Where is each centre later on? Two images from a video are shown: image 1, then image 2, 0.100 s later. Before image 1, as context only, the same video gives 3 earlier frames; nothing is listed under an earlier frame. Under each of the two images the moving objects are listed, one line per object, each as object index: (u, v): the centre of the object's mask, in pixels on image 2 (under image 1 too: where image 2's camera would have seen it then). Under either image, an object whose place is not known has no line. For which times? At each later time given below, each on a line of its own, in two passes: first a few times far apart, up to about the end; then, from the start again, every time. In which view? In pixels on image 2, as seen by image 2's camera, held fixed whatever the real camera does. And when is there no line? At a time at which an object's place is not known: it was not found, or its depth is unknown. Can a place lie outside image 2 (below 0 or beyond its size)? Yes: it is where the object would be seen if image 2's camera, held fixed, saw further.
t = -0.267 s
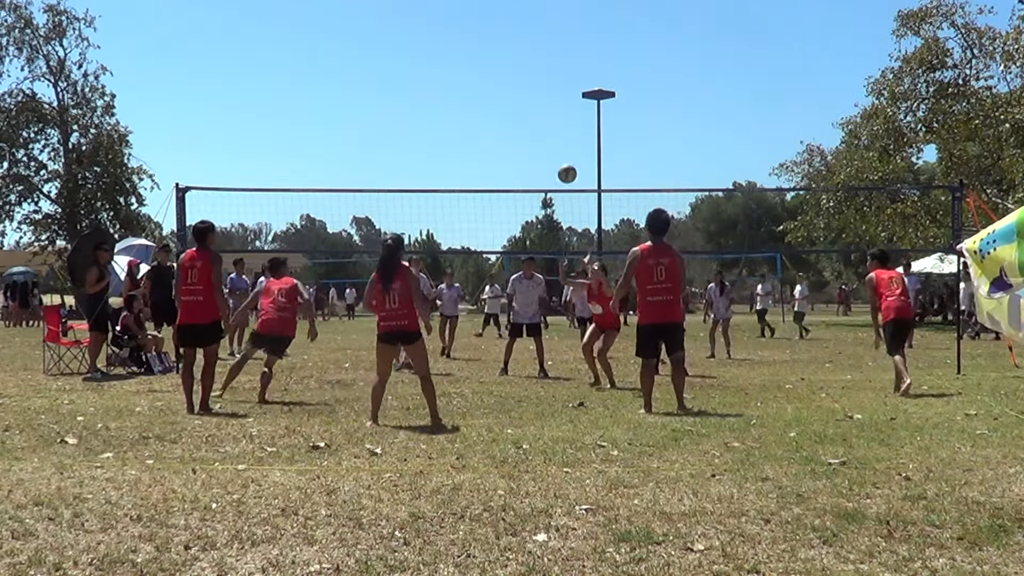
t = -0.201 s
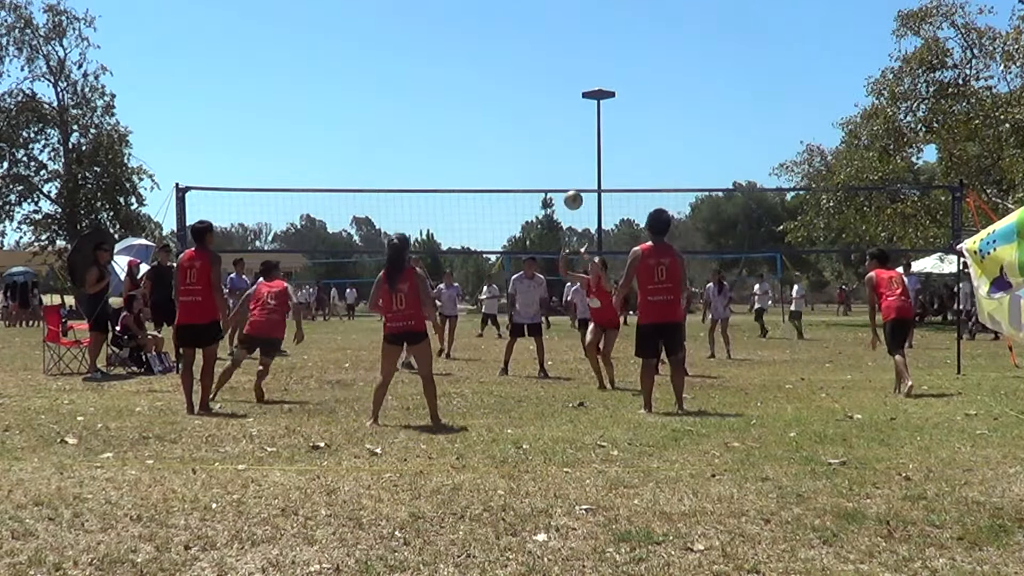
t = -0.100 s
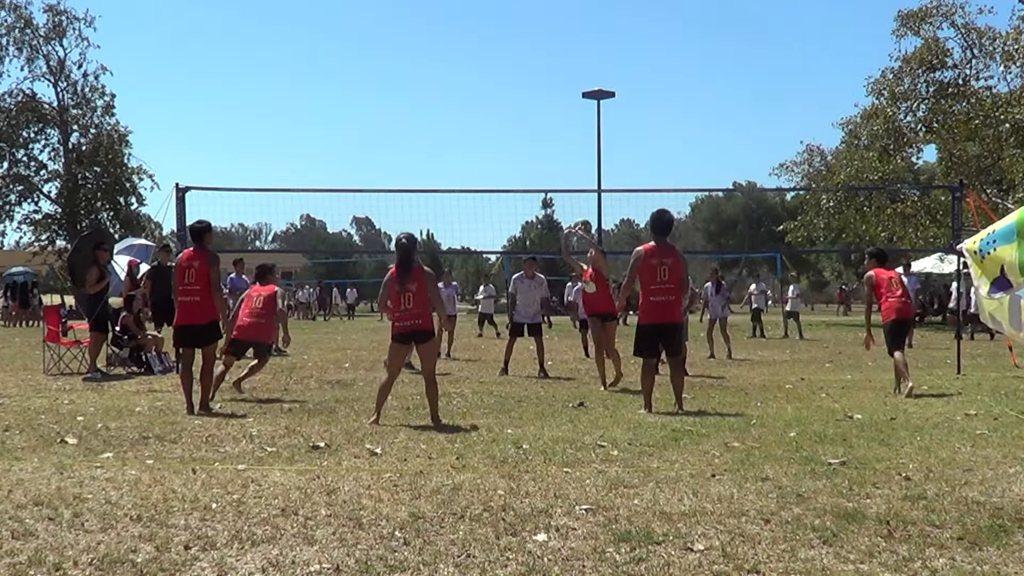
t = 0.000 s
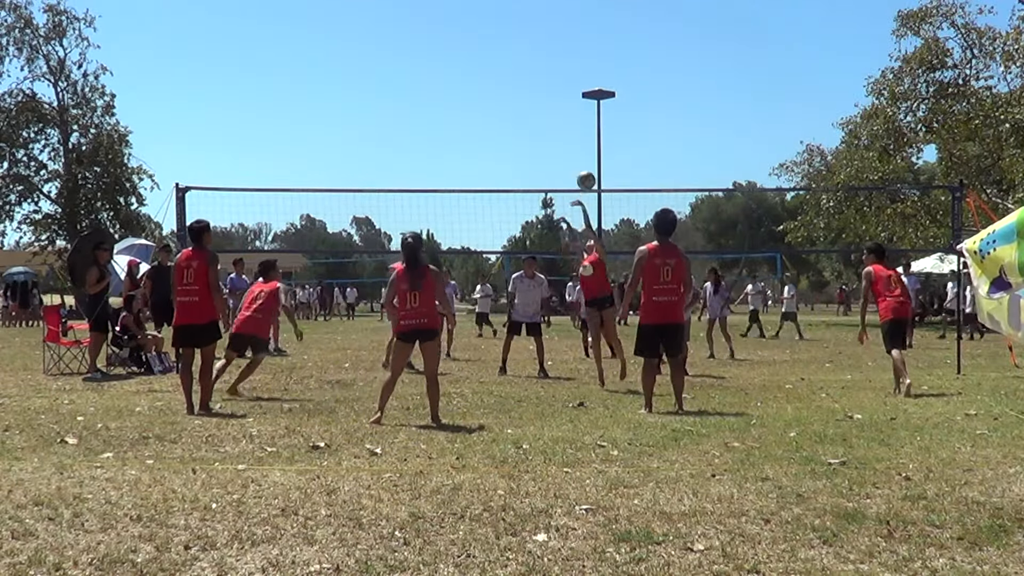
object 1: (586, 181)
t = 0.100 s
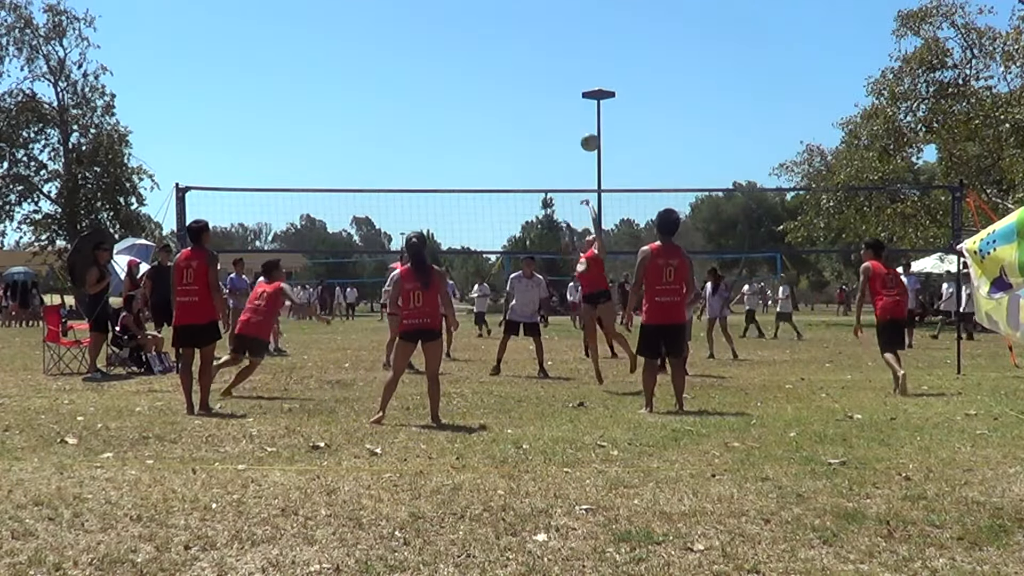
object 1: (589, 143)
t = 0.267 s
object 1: (596, 98)
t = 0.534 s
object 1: (607, 80)
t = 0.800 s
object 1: (617, 123)
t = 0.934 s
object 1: (622, 167)
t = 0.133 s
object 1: (590, 132)
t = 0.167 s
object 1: (592, 122)
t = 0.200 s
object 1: (593, 113)
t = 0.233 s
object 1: (595, 105)
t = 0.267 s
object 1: (596, 98)
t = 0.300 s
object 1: (597, 93)
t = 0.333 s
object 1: (599, 89)
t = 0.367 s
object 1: (600, 84)
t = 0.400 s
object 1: (601, 81)
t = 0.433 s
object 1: (603, 80)
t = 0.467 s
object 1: (604, 79)
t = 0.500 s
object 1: (605, 78)
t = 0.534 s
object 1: (607, 80)
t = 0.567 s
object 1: (608, 81)
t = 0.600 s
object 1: (610, 85)
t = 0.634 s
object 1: (611, 88)
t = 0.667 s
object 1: (612, 94)
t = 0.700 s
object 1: (613, 99)
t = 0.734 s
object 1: (615, 106)
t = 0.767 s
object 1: (616, 114)
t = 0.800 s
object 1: (617, 123)
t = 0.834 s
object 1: (619, 133)
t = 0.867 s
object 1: (620, 143)
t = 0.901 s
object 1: (621, 155)
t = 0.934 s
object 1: (622, 167)
